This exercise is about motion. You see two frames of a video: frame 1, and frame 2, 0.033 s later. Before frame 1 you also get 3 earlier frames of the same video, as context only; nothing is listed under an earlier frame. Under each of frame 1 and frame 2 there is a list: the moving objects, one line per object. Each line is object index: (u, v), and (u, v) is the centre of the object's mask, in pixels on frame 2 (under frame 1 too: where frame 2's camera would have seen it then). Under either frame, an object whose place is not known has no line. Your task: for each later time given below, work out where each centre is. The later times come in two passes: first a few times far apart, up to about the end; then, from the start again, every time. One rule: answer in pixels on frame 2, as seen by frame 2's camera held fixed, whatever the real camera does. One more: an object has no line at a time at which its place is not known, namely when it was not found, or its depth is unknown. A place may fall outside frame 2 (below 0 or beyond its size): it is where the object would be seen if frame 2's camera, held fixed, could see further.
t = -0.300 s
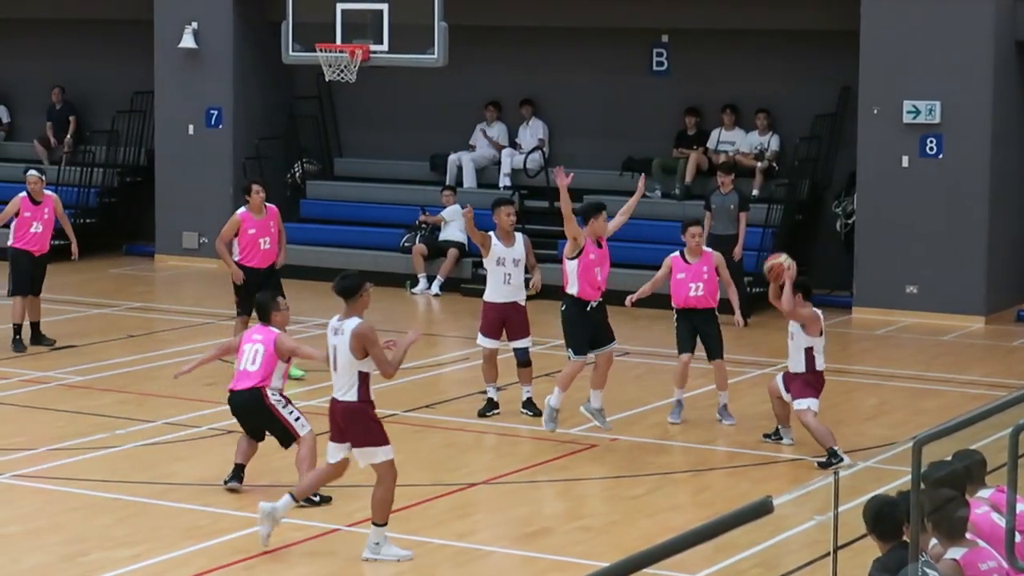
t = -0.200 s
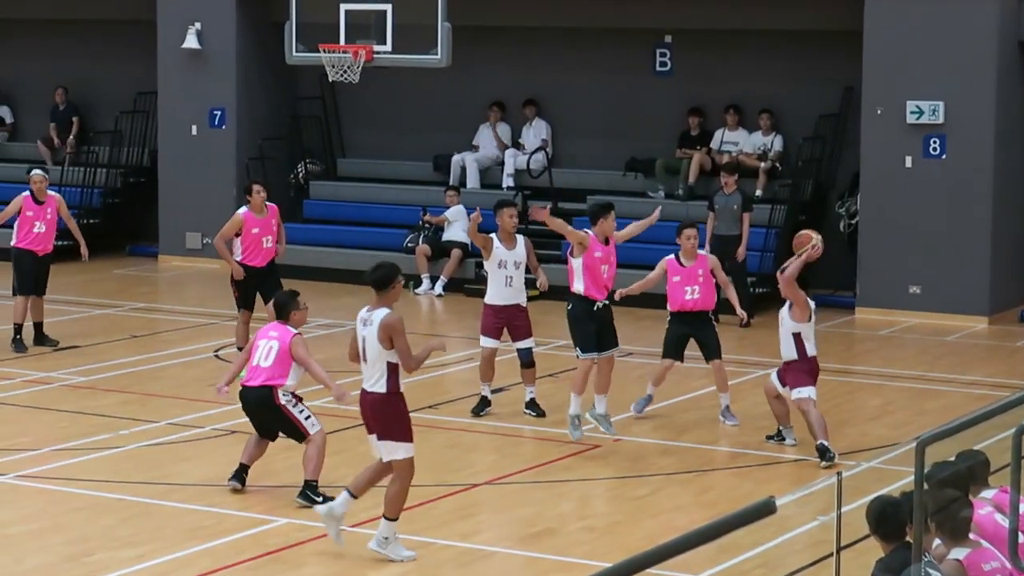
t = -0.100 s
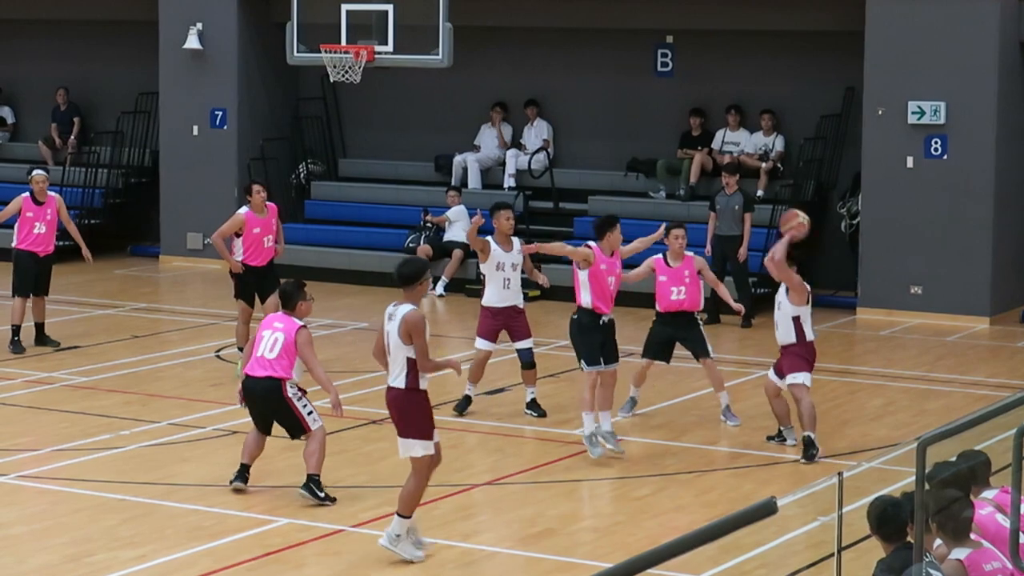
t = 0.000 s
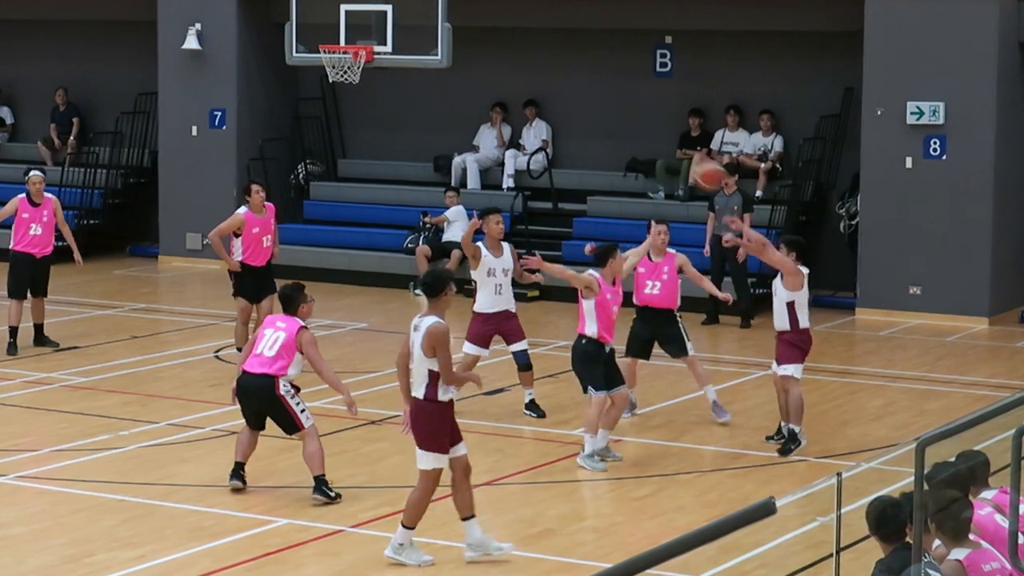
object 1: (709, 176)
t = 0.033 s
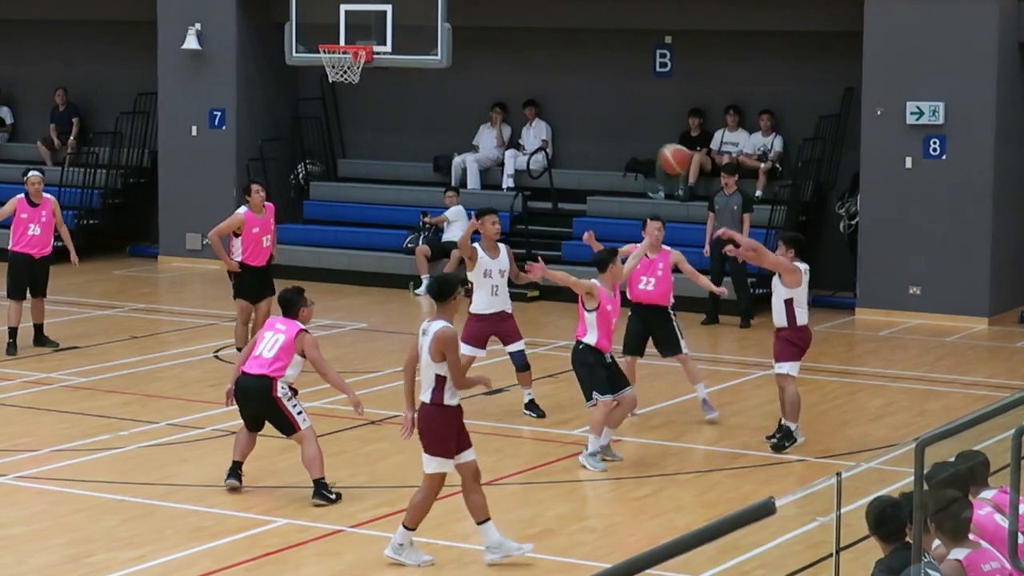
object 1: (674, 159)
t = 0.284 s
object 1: (424, 87)
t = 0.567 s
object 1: (143, 91)
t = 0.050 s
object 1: (658, 152)
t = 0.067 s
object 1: (641, 145)
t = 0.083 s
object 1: (624, 138)
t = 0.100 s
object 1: (607, 132)
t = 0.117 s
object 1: (591, 127)
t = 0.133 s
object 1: (574, 121)
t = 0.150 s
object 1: (558, 116)
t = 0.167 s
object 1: (541, 111)
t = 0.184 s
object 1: (523, 107)
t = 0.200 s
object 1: (507, 103)
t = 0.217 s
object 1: (491, 99)
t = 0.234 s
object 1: (474, 96)
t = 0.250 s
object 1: (458, 92)
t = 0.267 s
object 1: (441, 90)
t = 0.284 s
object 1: (424, 87)
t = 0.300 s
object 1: (407, 85)
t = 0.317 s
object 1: (391, 83)
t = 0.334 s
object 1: (373, 81)
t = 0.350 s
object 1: (356, 80)
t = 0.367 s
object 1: (339, 79)
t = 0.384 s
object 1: (323, 78)
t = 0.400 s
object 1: (307, 78)
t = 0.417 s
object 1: (290, 78)
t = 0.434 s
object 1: (274, 78)
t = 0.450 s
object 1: (256, 78)
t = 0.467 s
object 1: (239, 79)
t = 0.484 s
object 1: (223, 80)
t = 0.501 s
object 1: (207, 82)
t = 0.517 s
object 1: (191, 84)
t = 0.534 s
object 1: (176, 86)
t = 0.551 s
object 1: (159, 88)
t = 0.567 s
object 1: (143, 91)
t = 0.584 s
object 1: (126, 95)
